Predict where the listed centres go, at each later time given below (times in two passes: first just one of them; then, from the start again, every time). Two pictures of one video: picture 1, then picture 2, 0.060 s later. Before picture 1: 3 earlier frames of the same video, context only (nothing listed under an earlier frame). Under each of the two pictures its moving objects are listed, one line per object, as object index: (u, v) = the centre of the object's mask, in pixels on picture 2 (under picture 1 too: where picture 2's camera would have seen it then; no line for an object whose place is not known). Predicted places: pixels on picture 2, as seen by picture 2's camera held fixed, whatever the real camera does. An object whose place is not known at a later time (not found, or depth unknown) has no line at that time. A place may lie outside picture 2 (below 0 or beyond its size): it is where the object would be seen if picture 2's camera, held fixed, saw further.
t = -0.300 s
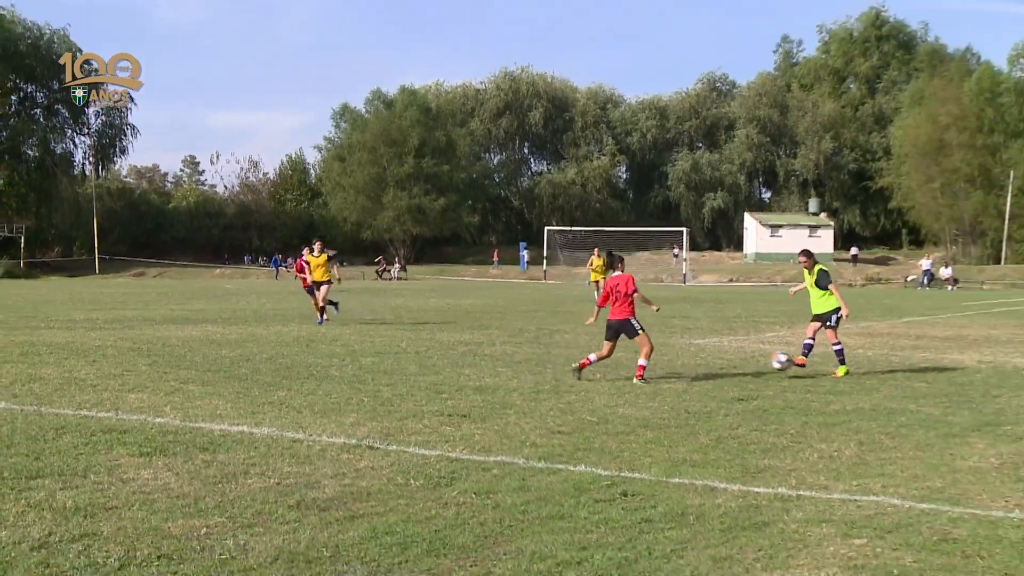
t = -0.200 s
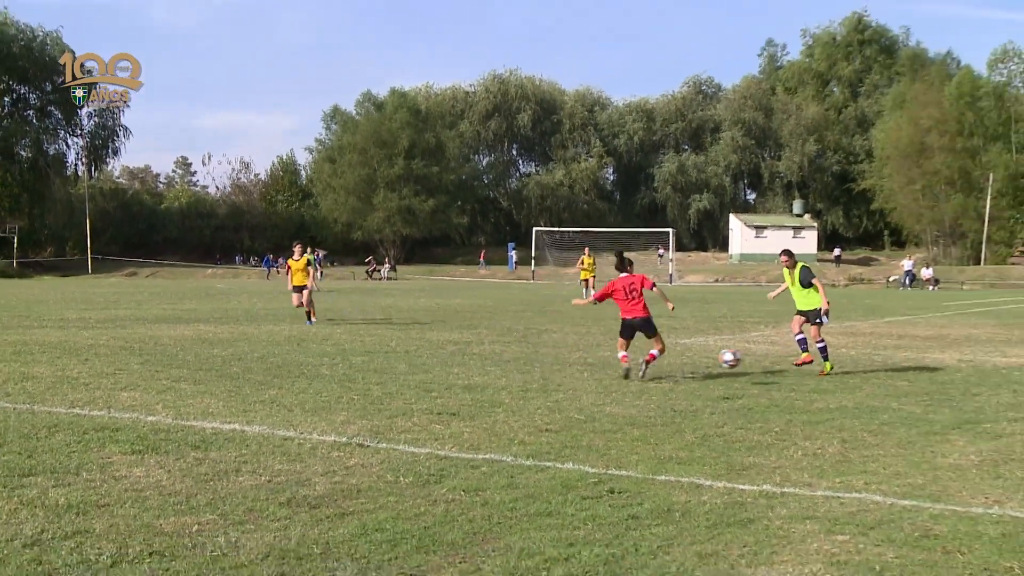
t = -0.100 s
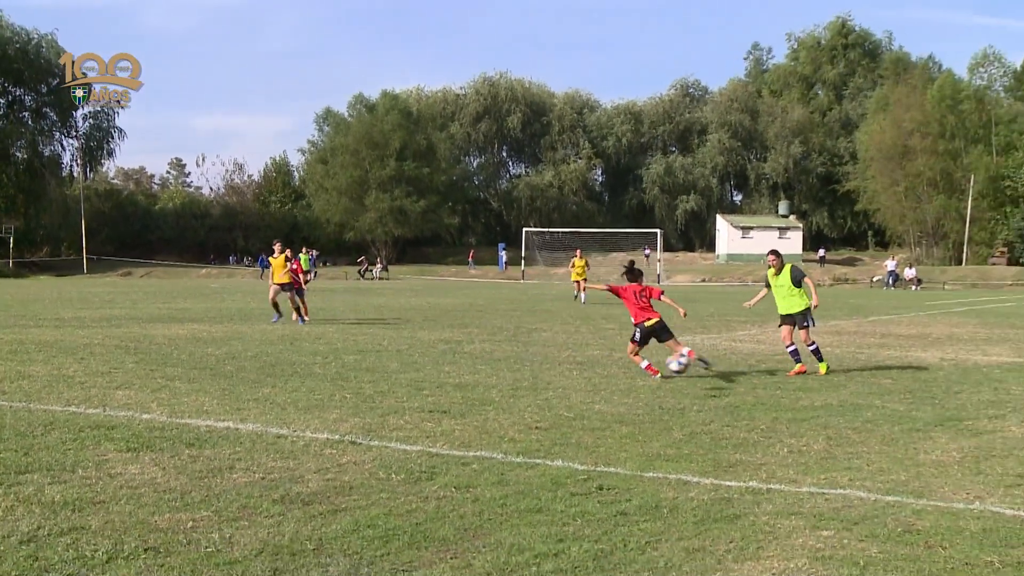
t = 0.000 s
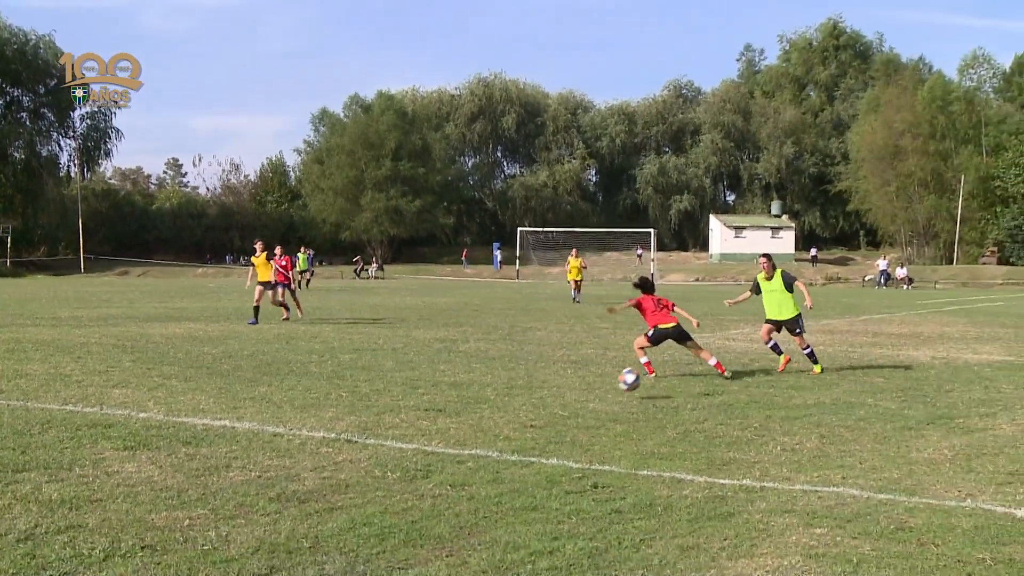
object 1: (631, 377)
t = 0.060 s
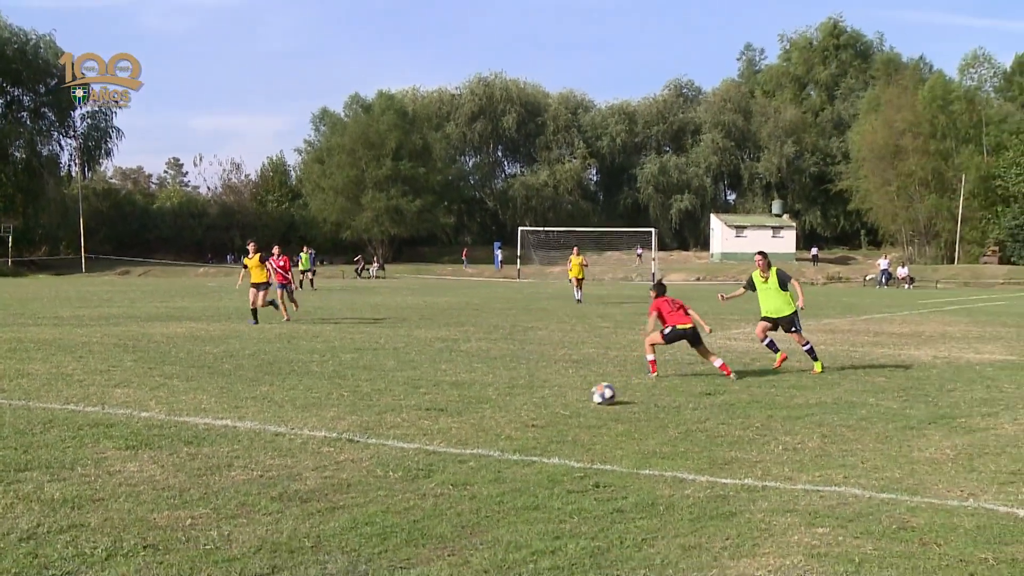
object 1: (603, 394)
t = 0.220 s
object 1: (538, 399)
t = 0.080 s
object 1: (595, 394)
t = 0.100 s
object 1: (587, 395)
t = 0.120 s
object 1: (579, 395)
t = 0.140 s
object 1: (571, 395)
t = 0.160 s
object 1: (563, 395)
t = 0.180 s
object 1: (555, 396)
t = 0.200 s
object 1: (547, 397)
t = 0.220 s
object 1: (538, 399)
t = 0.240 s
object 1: (529, 402)
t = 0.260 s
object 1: (520, 406)
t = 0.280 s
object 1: (511, 410)
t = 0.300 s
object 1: (502, 414)
